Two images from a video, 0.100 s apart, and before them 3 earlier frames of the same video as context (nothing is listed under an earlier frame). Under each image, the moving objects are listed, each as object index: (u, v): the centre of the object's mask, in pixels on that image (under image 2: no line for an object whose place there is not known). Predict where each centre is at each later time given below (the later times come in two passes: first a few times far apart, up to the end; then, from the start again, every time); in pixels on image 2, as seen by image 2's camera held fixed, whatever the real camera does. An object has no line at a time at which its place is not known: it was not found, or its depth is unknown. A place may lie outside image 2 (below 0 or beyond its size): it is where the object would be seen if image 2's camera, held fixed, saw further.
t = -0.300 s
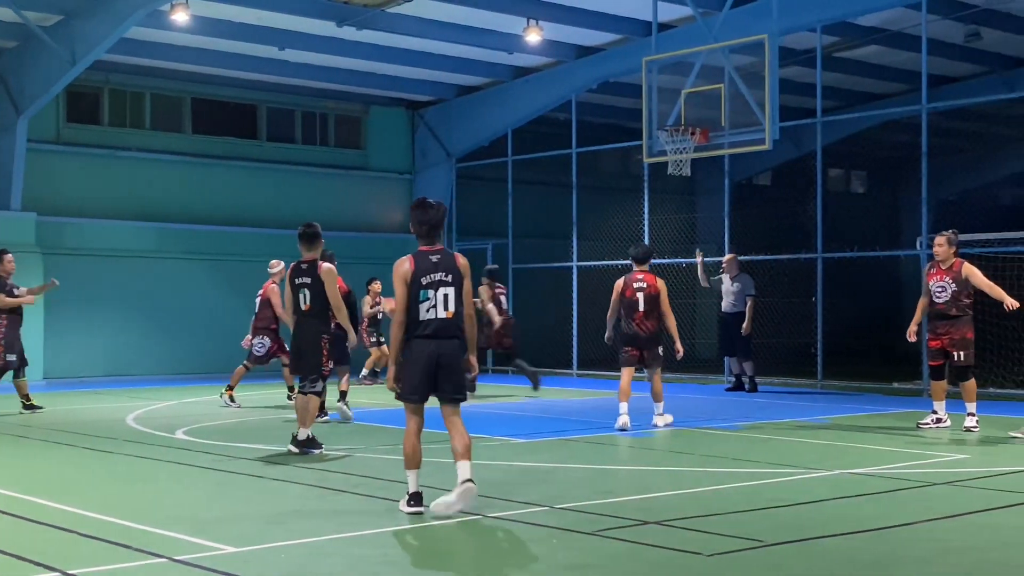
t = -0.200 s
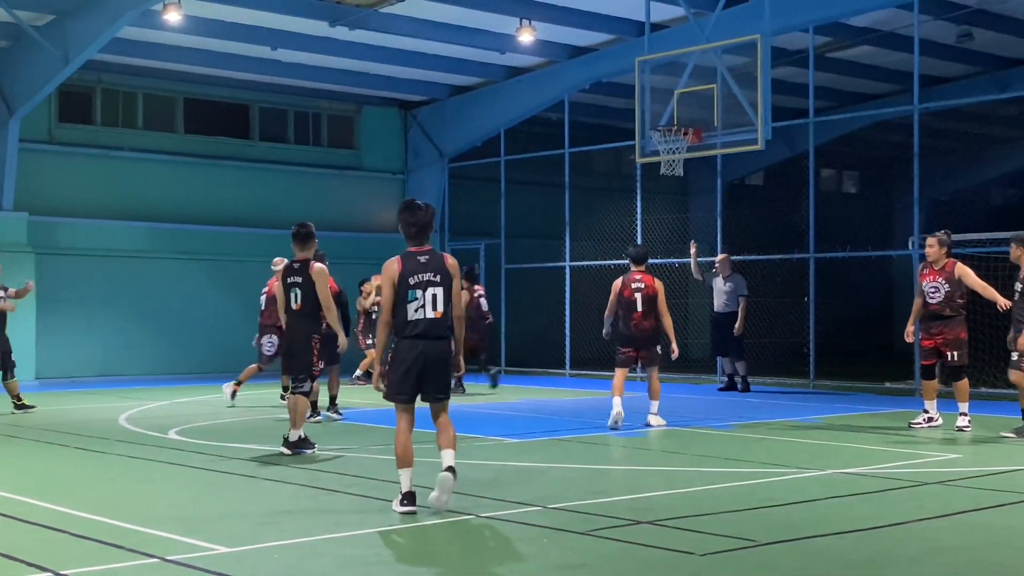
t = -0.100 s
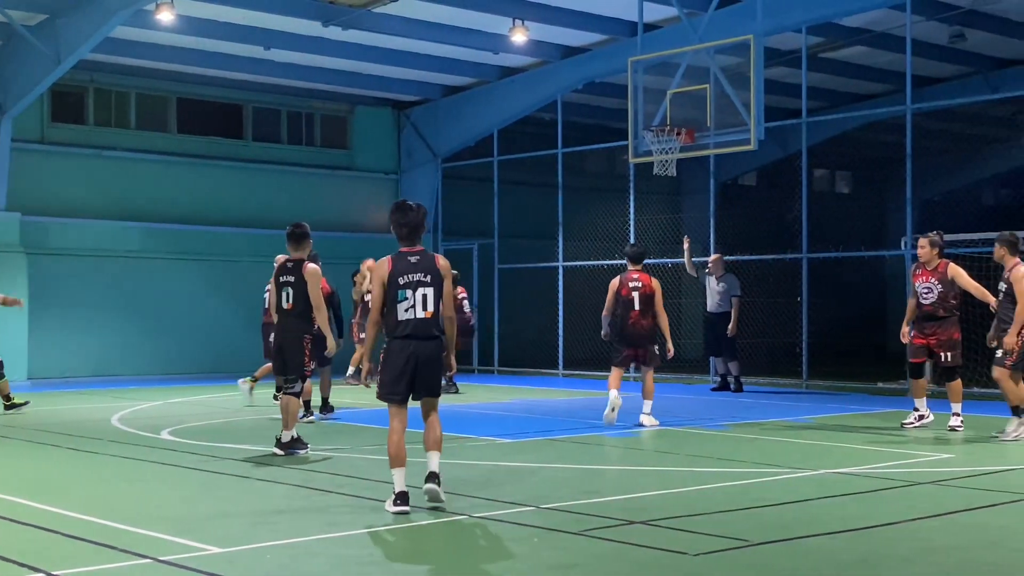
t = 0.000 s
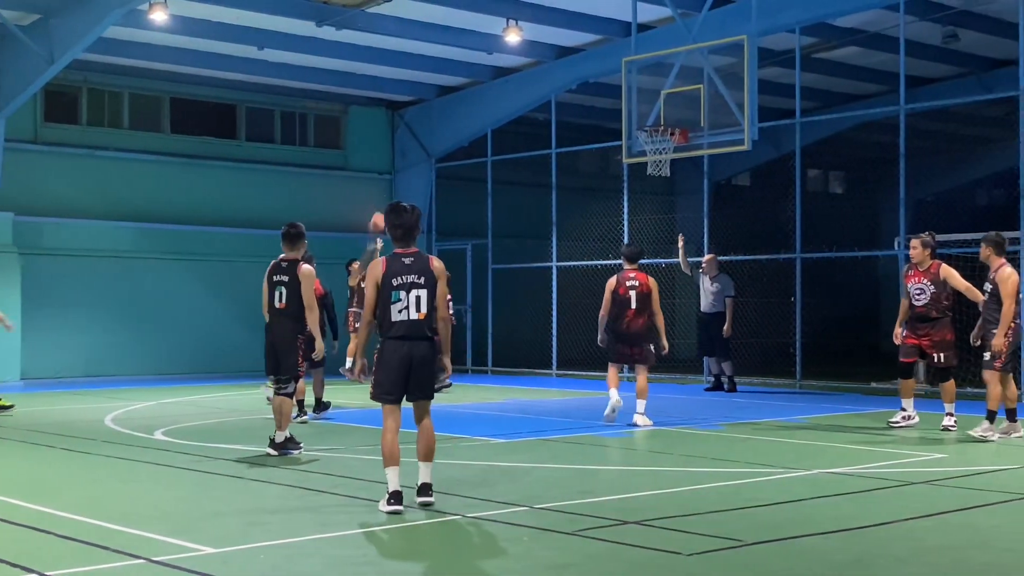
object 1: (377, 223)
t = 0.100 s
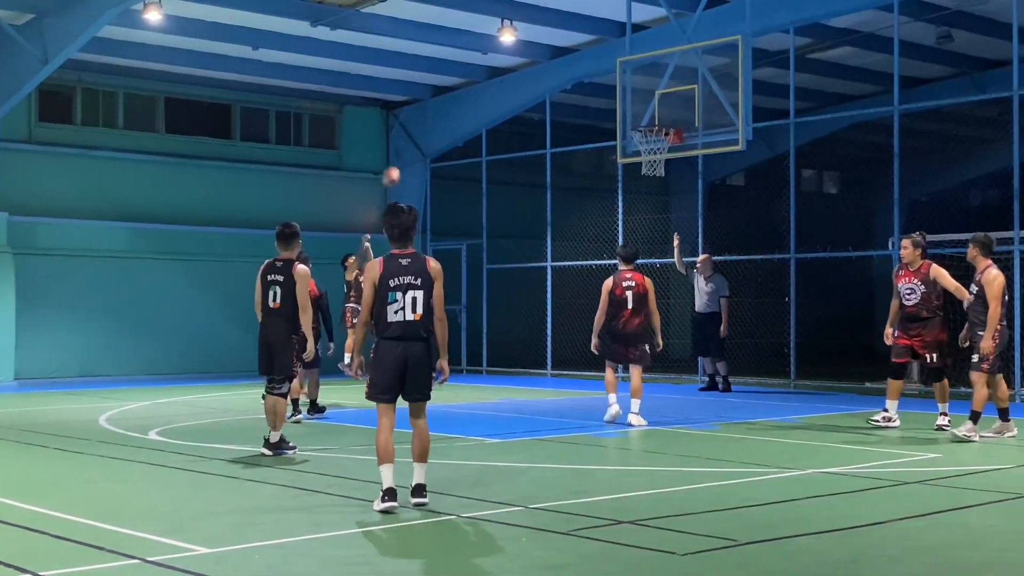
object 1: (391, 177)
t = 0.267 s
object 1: (426, 114)
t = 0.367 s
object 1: (447, 84)
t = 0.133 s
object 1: (398, 162)
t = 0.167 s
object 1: (405, 149)
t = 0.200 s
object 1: (412, 137)
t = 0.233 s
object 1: (419, 125)
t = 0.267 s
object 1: (426, 114)
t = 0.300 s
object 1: (432, 103)
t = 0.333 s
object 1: (440, 93)
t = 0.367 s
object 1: (447, 84)
